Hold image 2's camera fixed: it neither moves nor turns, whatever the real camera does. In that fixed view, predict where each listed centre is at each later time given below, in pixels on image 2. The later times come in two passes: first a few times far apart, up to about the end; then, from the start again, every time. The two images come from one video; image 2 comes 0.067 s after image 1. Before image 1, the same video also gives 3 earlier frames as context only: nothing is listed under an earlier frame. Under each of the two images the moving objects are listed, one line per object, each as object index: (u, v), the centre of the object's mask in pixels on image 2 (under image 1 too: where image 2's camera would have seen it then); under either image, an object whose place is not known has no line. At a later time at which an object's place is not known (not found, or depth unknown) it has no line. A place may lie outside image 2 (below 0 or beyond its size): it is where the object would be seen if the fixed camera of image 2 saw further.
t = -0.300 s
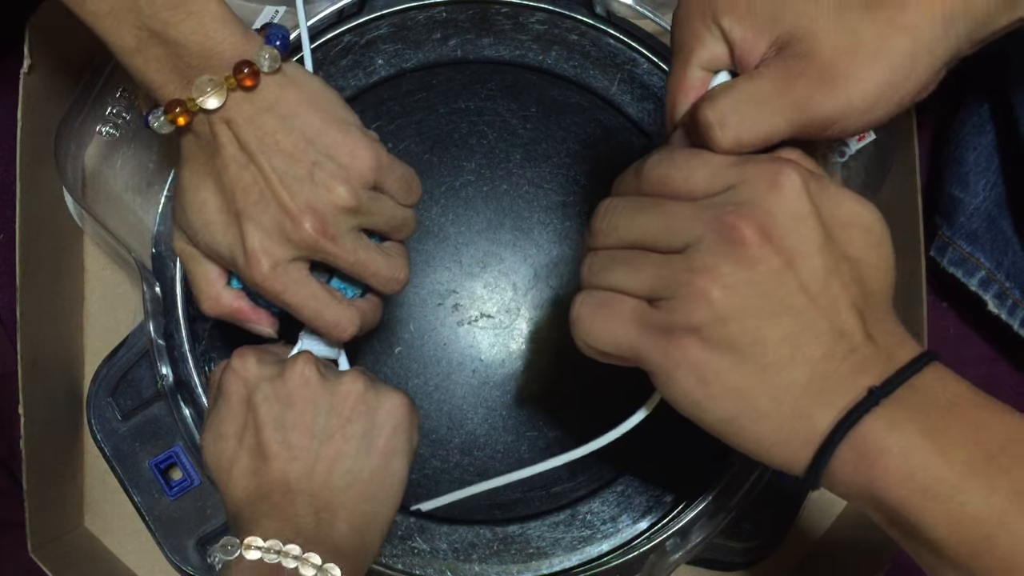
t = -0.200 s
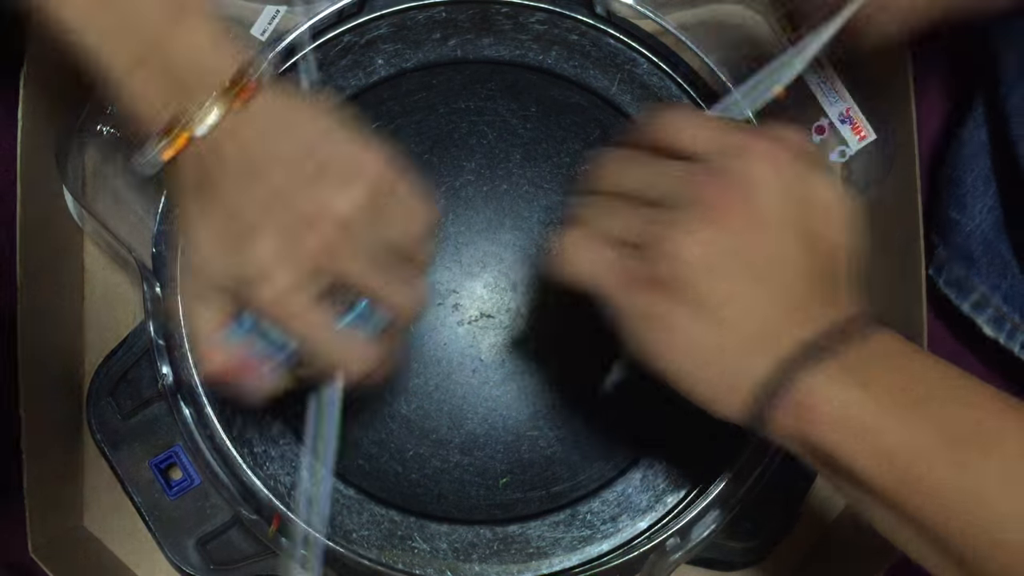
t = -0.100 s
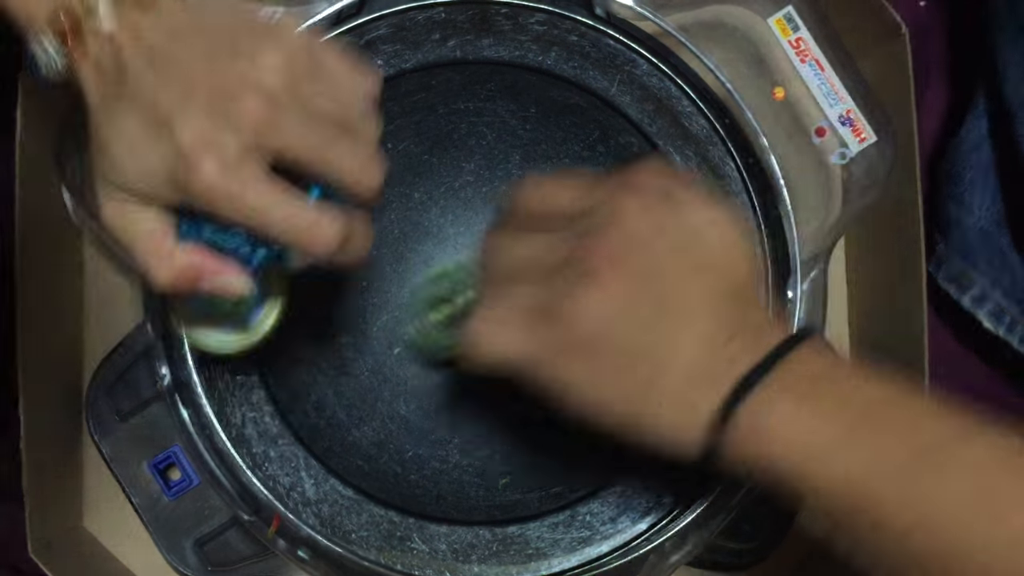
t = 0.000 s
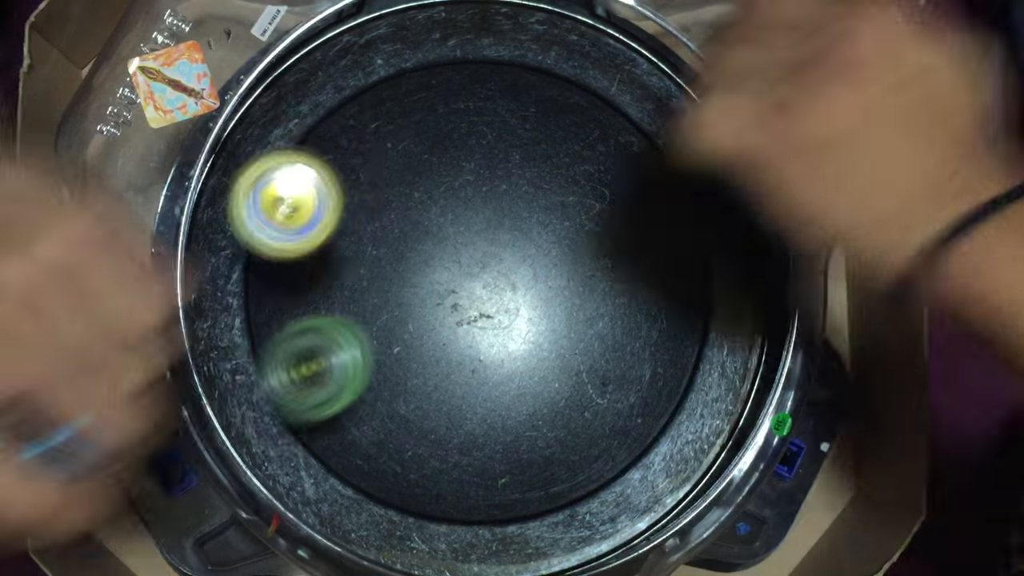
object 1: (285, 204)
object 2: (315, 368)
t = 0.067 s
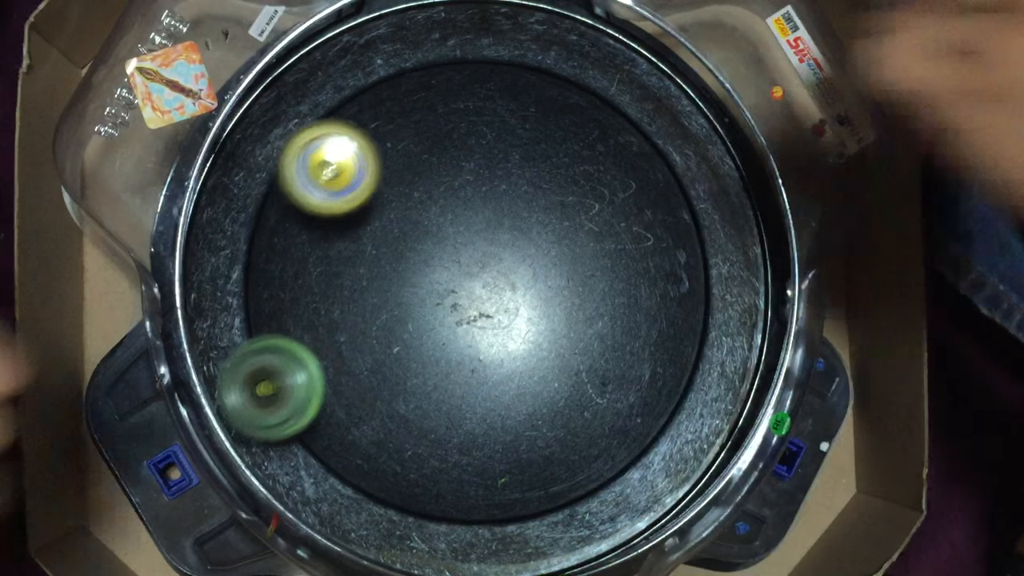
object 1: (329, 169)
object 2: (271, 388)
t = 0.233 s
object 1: (476, 178)
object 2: (412, 338)
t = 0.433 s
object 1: (650, 219)
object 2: (548, 337)
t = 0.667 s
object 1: (658, 258)
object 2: (561, 412)
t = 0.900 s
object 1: (454, 274)
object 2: (553, 418)
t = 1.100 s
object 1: (411, 231)
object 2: (502, 359)
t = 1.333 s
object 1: (387, 238)
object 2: (445, 333)
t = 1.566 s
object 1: (416, 263)
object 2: (415, 370)
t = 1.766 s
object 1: (466, 227)
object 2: (418, 367)
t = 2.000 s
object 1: (457, 183)
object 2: (444, 319)
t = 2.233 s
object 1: (447, 194)
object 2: (447, 298)
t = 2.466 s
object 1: (484, 201)
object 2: (399, 328)
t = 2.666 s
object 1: (495, 153)
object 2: (382, 344)
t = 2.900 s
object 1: (492, 211)
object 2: (408, 319)
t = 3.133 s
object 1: (573, 234)
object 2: (423, 258)
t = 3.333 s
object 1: (574, 199)
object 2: (418, 215)
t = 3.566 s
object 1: (540, 272)
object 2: (411, 222)
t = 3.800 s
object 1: (585, 332)
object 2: (429, 250)
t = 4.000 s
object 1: (592, 307)
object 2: (491, 265)
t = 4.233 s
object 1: (576, 328)
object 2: (481, 201)
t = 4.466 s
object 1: (536, 339)
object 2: (454, 232)
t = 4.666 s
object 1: (519, 433)
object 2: (475, 224)
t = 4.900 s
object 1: (554, 463)
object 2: (466, 118)
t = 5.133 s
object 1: (536, 417)
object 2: (441, 210)
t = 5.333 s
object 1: (483, 387)
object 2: (487, 297)
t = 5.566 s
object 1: (383, 436)
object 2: (600, 216)
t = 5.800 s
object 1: (369, 413)
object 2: (587, 222)
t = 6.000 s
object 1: (352, 360)
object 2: (553, 269)
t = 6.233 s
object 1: (338, 283)
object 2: (534, 340)
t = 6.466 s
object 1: (352, 222)
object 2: (525, 387)
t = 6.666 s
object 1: (385, 189)
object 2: (513, 395)
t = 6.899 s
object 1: (450, 192)
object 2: (484, 373)
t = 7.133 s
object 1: (520, 208)
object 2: (447, 338)
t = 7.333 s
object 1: (571, 234)
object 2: (416, 300)
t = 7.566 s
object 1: (600, 276)
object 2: (399, 261)
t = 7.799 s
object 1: (593, 324)
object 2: (401, 235)
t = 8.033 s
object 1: (555, 366)
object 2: (425, 224)
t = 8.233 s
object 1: (509, 389)
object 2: (462, 227)
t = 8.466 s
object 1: (456, 392)
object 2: (510, 237)
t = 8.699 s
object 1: (413, 365)
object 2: (543, 256)
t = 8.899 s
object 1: (389, 321)
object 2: (552, 278)
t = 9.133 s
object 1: (389, 264)
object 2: (541, 308)
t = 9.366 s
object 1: (414, 214)
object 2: (518, 342)
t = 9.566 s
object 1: (452, 192)
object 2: (494, 355)
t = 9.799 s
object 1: (504, 195)
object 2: (465, 349)
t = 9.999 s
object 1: (544, 220)
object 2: (443, 330)
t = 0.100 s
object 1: (354, 161)
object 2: (292, 381)
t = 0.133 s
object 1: (383, 159)
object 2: (310, 374)
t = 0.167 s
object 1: (415, 161)
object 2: (338, 364)
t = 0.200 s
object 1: (447, 168)
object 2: (374, 351)
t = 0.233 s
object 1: (476, 178)
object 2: (412, 338)
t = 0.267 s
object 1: (504, 190)
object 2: (444, 326)
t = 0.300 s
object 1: (531, 205)
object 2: (481, 312)
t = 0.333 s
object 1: (557, 219)
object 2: (514, 305)
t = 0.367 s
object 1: (594, 219)
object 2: (527, 314)
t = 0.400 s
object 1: (625, 218)
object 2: (539, 325)
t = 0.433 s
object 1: (650, 219)
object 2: (548, 337)
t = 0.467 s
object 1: (672, 221)
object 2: (553, 349)
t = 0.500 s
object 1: (687, 224)
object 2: (557, 362)
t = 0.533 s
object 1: (696, 229)
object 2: (560, 373)
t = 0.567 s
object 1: (696, 235)
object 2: (562, 384)
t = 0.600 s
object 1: (690, 243)
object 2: (562, 394)
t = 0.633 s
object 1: (677, 251)
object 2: (560, 404)
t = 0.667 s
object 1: (658, 258)
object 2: (561, 412)
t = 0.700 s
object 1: (635, 266)
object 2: (561, 419)
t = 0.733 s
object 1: (605, 273)
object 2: (562, 425)
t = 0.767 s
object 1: (573, 279)
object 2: (562, 428)
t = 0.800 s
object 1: (539, 283)
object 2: (562, 429)
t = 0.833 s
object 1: (503, 284)
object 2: (560, 428)
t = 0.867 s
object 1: (475, 281)
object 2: (558, 425)
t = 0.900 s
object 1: (454, 274)
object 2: (553, 418)
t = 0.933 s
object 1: (439, 262)
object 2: (549, 412)
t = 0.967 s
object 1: (431, 250)
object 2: (543, 403)
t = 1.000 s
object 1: (428, 241)
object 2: (534, 393)
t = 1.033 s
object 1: (423, 235)
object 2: (525, 383)
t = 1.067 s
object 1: (417, 232)
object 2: (514, 371)
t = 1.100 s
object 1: (411, 231)
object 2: (502, 359)
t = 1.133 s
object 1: (406, 232)
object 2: (489, 346)
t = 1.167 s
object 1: (402, 235)
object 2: (477, 334)
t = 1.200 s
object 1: (401, 240)
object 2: (465, 322)
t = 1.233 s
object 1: (400, 245)
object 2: (455, 313)
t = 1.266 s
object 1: (393, 238)
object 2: (453, 319)
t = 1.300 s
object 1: (389, 237)
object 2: (450, 326)
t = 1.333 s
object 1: (387, 238)
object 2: (445, 333)
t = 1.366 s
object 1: (384, 242)
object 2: (440, 340)
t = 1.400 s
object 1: (384, 246)
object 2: (436, 347)
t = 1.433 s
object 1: (386, 250)
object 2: (431, 353)
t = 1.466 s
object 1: (391, 255)
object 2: (426, 358)
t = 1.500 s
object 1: (398, 259)
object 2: (422, 364)
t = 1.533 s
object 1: (406, 262)
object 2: (418, 368)
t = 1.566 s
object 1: (416, 263)
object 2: (415, 370)
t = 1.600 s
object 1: (425, 262)
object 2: (413, 371)
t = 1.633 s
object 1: (435, 258)
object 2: (413, 372)
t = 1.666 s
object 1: (447, 253)
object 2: (413, 372)
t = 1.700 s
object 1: (454, 246)
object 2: (414, 371)
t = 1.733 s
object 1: (461, 237)
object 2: (415, 370)
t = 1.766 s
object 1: (466, 227)
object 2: (418, 367)
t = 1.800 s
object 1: (469, 218)
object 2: (420, 363)
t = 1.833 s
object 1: (470, 210)
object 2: (423, 359)
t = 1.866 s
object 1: (469, 201)
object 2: (427, 352)
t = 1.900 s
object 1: (468, 194)
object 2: (431, 346)
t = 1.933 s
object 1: (465, 190)
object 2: (436, 337)
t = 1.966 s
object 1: (461, 186)
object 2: (441, 329)
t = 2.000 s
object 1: (457, 183)
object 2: (444, 319)
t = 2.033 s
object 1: (454, 183)
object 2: (447, 309)
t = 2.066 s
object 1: (448, 186)
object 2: (450, 299)
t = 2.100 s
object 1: (446, 189)
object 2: (452, 289)
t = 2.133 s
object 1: (446, 193)
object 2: (452, 282)
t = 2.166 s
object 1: (446, 190)
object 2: (451, 287)
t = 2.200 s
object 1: (448, 191)
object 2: (449, 292)
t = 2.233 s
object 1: (447, 194)
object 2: (447, 298)
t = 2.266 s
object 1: (446, 197)
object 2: (444, 301)
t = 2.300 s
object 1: (445, 200)
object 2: (440, 304)
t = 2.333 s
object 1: (448, 203)
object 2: (436, 304)
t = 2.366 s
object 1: (454, 210)
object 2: (431, 301)
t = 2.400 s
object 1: (462, 211)
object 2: (422, 305)
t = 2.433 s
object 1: (473, 207)
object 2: (408, 318)
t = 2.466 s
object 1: (484, 201)
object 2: (399, 328)
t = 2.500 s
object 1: (492, 193)
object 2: (393, 335)
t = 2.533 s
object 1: (499, 185)
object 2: (388, 340)
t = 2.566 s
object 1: (503, 174)
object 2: (385, 342)
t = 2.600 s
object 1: (503, 165)
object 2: (383, 344)
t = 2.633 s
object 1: (500, 158)
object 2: (382, 344)
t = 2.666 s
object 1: (495, 153)
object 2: (382, 344)
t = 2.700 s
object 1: (488, 152)
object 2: (383, 342)
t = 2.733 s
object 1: (482, 156)
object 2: (385, 341)
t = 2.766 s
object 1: (477, 164)
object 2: (388, 338)
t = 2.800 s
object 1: (476, 175)
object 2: (392, 334)
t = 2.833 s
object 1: (477, 187)
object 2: (398, 329)
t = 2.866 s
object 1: (484, 199)
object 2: (403, 325)
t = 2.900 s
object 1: (492, 211)
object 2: (408, 319)
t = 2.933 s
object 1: (501, 221)
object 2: (413, 312)
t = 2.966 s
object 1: (513, 229)
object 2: (417, 303)
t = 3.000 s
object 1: (525, 234)
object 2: (419, 294)
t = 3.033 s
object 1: (537, 238)
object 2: (421, 284)
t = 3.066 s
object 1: (550, 239)
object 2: (423, 276)
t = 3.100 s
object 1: (563, 238)
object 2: (423, 267)
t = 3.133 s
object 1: (573, 234)
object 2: (423, 258)
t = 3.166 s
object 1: (583, 229)
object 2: (422, 249)
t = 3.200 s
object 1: (587, 221)
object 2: (422, 240)
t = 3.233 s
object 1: (589, 214)
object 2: (422, 232)
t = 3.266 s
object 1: (588, 205)
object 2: (421, 225)
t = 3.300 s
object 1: (582, 199)
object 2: (420, 219)
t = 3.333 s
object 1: (574, 199)
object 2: (418, 215)
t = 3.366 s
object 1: (565, 202)
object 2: (416, 212)
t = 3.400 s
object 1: (558, 209)
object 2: (415, 211)
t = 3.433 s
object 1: (552, 218)
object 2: (413, 211)
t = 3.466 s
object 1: (546, 231)
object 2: (412, 213)
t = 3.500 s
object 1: (542, 245)
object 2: (411, 215)
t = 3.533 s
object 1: (540, 257)
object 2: (411, 219)
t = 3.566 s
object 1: (540, 272)
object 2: (411, 222)
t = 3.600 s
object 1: (543, 285)
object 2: (411, 226)
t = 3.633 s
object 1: (547, 298)
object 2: (412, 229)
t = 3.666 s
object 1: (553, 309)
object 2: (415, 233)
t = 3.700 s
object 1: (560, 318)
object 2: (417, 237)
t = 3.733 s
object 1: (568, 325)
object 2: (419, 241)
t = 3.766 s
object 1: (577, 330)
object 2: (424, 245)
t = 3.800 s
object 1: (585, 332)
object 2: (429, 250)
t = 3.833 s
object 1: (593, 331)
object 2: (436, 255)
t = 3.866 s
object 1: (600, 328)
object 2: (444, 259)
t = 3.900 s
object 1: (603, 323)
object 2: (455, 262)
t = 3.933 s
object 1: (602, 317)
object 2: (466, 264)
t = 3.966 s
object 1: (597, 312)
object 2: (480, 265)
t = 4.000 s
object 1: (592, 307)
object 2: (491, 265)
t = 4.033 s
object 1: (584, 304)
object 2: (503, 263)
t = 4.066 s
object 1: (585, 310)
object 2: (503, 250)
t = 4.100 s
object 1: (588, 317)
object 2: (500, 236)
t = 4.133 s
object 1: (588, 322)
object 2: (497, 224)
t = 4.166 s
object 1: (585, 324)
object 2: (492, 214)
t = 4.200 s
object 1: (581, 327)
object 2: (486, 206)
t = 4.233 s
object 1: (576, 328)
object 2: (481, 201)
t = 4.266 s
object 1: (570, 329)
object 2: (475, 197)
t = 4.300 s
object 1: (564, 331)
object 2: (468, 197)
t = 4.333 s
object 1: (558, 332)
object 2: (462, 199)
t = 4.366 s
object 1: (551, 332)
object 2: (458, 205)
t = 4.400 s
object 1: (545, 334)
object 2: (455, 212)
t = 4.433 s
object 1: (540, 335)
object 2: (454, 221)
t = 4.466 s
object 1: (536, 339)
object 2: (454, 232)
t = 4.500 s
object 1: (532, 345)
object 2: (456, 244)
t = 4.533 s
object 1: (526, 352)
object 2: (458, 256)
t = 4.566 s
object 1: (520, 358)
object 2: (462, 268)
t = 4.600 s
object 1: (516, 361)
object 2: (468, 279)
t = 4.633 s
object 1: (516, 393)
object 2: (473, 267)
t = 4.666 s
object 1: (519, 433)
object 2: (475, 224)
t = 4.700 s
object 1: (523, 466)
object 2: (478, 191)
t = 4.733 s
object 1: (530, 486)
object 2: (480, 165)
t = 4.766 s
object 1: (538, 498)
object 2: (480, 143)
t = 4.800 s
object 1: (544, 492)
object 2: (480, 128)
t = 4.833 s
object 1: (547, 482)
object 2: (476, 119)
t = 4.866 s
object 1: (551, 472)
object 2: (471, 116)
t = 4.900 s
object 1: (554, 463)
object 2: (466, 118)
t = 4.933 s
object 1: (556, 454)
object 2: (459, 125)
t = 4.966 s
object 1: (557, 447)
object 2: (453, 134)
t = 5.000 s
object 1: (556, 440)
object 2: (448, 146)
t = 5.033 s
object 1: (553, 434)
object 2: (443, 161)
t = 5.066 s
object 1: (548, 428)
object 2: (441, 177)
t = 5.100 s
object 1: (542, 422)
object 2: (440, 193)
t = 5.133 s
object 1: (536, 417)
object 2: (441, 210)
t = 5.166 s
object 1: (528, 412)
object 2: (445, 227)
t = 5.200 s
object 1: (519, 406)
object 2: (451, 244)
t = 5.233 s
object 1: (511, 401)
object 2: (458, 259)
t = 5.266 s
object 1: (503, 396)
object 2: (467, 274)
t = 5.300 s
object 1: (494, 391)
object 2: (477, 285)
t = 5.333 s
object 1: (483, 387)
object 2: (487, 297)
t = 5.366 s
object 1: (458, 403)
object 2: (512, 284)
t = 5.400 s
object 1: (434, 418)
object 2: (538, 264)
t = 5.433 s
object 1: (417, 426)
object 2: (559, 250)
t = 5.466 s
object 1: (406, 430)
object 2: (577, 237)
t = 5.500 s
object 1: (396, 434)
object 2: (589, 228)
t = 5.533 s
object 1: (389, 436)
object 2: (596, 221)
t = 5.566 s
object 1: (383, 436)
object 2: (600, 216)
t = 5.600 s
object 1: (378, 435)
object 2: (603, 213)
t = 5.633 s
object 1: (374, 433)
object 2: (603, 211)
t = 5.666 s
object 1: (372, 431)
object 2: (602, 211)
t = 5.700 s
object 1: (370, 427)
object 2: (600, 212)
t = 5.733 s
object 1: (369, 422)
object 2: (597, 214)
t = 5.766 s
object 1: (369, 417)
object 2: (593, 217)
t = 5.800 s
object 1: (369, 413)
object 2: (587, 222)
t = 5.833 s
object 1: (369, 407)
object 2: (582, 227)
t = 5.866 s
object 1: (367, 400)
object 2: (575, 234)
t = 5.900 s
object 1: (364, 391)
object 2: (570, 241)
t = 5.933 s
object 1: (360, 381)
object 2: (564, 250)
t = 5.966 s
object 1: (356, 371)
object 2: (558, 259)
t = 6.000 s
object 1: (352, 360)
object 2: (553, 269)
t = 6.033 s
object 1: (348, 349)
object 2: (550, 280)
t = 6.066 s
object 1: (345, 338)
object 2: (546, 291)
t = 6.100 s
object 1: (342, 326)
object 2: (542, 301)
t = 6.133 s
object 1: (340, 315)
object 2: (540, 312)
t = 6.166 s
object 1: (338, 304)
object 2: (538, 321)
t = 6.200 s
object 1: (338, 294)
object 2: (536, 331)
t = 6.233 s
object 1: (338, 283)
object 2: (534, 340)
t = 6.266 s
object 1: (338, 274)
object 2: (533, 348)
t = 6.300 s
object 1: (339, 264)
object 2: (531, 357)
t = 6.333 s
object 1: (341, 255)
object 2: (530, 364)
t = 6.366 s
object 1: (342, 246)
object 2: (529, 371)
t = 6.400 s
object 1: (345, 238)
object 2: (527, 377)
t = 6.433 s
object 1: (348, 230)
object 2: (525, 382)
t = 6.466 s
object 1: (352, 222)
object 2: (525, 387)
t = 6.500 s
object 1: (356, 215)
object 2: (523, 390)
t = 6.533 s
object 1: (361, 208)
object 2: (522, 394)
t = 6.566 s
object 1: (366, 202)
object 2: (521, 395)
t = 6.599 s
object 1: (372, 197)
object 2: (519, 397)
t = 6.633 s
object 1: (377, 192)
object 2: (516, 396)
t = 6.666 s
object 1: (385, 189)
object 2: (513, 395)
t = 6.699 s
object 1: (393, 187)
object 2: (510, 393)
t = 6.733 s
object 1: (402, 186)
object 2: (506, 391)
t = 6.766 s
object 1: (411, 187)
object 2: (503, 387)
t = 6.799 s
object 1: (421, 188)
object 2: (498, 384)
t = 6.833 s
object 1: (430, 189)
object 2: (493, 381)
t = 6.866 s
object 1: (440, 190)
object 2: (488, 377)
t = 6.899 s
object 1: (450, 192)
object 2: (484, 373)
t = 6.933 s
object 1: (460, 194)
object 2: (479, 369)
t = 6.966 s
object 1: (470, 195)
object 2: (475, 365)
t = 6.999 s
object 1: (480, 197)
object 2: (470, 361)
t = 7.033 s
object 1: (490, 200)
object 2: (465, 356)
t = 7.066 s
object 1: (500, 202)
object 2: (459, 350)
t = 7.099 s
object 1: (510, 205)
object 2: (453, 344)
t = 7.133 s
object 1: (520, 208)
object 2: (447, 338)
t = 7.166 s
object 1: (529, 212)
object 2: (442, 332)
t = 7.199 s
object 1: (539, 216)
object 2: (436, 326)
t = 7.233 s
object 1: (547, 220)
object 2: (430, 319)
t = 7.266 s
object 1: (556, 224)
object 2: (425, 312)
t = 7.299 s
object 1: (564, 229)
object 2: (420, 306)
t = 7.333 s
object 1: (571, 234)
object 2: (416, 300)
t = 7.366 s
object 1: (578, 239)
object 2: (411, 293)
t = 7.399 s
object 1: (583, 244)
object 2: (408, 287)
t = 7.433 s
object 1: (588, 250)
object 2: (406, 281)
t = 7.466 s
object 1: (593, 257)
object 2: (403, 275)
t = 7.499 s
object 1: (596, 262)
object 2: (402, 270)
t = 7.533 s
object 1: (598, 269)
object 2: (399, 265)
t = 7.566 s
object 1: (600, 276)
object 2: (399, 261)
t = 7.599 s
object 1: (601, 282)
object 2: (398, 257)
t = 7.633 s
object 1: (601, 289)
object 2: (398, 253)
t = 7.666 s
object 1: (601, 296)
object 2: (397, 249)
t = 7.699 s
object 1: (601, 303)
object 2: (397, 245)
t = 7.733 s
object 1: (599, 310)
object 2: (398, 241)
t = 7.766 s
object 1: (596, 317)
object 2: (399, 238)
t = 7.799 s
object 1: (593, 324)
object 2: (401, 235)
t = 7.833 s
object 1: (589, 331)
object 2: (403, 232)
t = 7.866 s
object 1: (584, 338)
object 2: (406, 229)
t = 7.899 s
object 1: (579, 344)
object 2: (408, 228)
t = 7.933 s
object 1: (574, 350)
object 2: (411, 226)
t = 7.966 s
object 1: (568, 355)
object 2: (415, 225)
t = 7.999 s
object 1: (562, 360)
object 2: (420, 224)
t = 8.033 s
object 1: (555, 366)
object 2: (425, 224)
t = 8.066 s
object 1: (548, 371)
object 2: (429, 224)
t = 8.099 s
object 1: (540, 375)
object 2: (436, 224)
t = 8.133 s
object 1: (532, 380)
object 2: (442, 225)
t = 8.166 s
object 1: (525, 383)
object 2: (449, 226)
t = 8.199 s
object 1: (517, 387)
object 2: (456, 226)
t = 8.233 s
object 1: (509, 389)
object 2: (462, 227)
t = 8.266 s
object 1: (502, 391)
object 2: (470, 228)
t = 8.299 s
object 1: (493, 393)
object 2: (477, 229)
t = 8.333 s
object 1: (485, 394)
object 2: (483, 230)
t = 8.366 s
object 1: (478, 395)
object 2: (491, 232)
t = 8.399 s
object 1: (470, 395)
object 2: (497, 234)
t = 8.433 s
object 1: (463, 394)
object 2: (504, 235)
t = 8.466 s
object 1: (456, 392)
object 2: (510, 237)
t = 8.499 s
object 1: (449, 391)
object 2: (516, 240)
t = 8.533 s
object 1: (442, 388)
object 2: (521, 242)
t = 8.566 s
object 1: (436, 385)
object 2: (527, 244)
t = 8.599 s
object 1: (430, 381)
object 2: (532, 247)
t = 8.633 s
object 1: (424, 376)
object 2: (536, 250)
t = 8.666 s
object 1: (418, 370)
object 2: (540, 253)
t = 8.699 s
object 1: (413, 365)
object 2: (543, 256)
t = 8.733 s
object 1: (408, 358)
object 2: (546, 259)
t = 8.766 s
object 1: (403, 351)
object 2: (549, 263)
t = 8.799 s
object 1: (399, 345)
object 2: (550, 266)
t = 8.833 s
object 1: (395, 337)
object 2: (551, 270)
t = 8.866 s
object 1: (392, 329)
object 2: (552, 274)
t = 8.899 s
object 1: (389, 321)
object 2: (552, 278)
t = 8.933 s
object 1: (388, 313)
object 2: (552, 282)
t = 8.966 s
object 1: (386, 304)
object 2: (552, 286)
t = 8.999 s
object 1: (386, 296)
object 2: (551, 290)
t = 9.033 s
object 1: (386, 288)
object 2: (549, 295)
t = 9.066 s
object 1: (387, 280)
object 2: (547, 299)
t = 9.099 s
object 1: (387, 272)
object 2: (544, 303)
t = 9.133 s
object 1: (389, 264)
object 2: (541, 308)
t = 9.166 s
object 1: (391, 255)
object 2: (537, 313)
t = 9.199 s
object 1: (394, 248)
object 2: (534, 318)
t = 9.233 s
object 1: (397, 241)
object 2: (530, 324)
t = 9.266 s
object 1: (401, 233)
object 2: (526, 328)
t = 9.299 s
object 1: (404, 226)
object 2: (523, 333)
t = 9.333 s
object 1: (409, 220)
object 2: (520, 338)
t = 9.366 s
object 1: (414, 214)
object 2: (518, 342)
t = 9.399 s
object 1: (420, 209)
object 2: (514, 345)
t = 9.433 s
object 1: (425, 204)
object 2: (510, 349)
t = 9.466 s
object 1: (432, 200)
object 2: (507, 351)
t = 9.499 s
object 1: (438, 196)
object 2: (503, 353)
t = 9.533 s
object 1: (445, 194)
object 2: (498, 354)
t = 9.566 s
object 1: (452, 192)
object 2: (494, 355)
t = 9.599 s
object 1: (459, 191)
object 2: (490, 356)
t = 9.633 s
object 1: (466, 189)
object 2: (486, 356)
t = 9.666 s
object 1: (474, 189)
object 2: (482, 355)
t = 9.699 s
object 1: (481, 189)
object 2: (478, 354)
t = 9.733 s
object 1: (489, 191)
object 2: (474, 352)
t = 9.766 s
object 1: (496, 192)
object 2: (470, 351)
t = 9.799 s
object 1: (504, 195)
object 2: (465, 349)
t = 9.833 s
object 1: (511, 197)
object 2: (462, 346)
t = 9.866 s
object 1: (517, 200)
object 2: (457, 344)
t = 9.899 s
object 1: (525, 204)
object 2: (454, 340)
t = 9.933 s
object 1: (531, 209)
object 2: (450, 337)
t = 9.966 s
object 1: (538, 214)
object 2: (447, 333)
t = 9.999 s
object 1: (544, 220)
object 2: (443, 330)
